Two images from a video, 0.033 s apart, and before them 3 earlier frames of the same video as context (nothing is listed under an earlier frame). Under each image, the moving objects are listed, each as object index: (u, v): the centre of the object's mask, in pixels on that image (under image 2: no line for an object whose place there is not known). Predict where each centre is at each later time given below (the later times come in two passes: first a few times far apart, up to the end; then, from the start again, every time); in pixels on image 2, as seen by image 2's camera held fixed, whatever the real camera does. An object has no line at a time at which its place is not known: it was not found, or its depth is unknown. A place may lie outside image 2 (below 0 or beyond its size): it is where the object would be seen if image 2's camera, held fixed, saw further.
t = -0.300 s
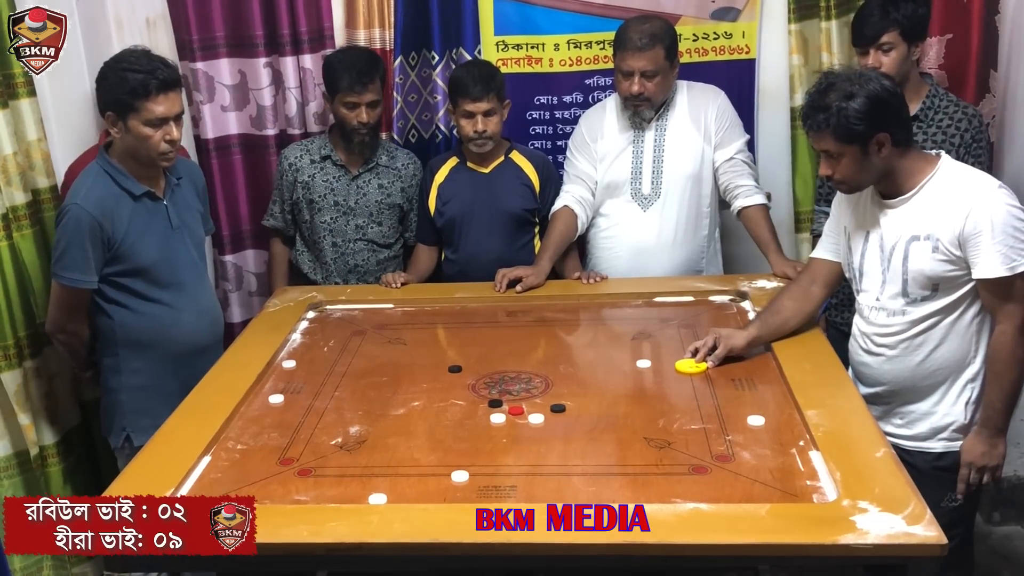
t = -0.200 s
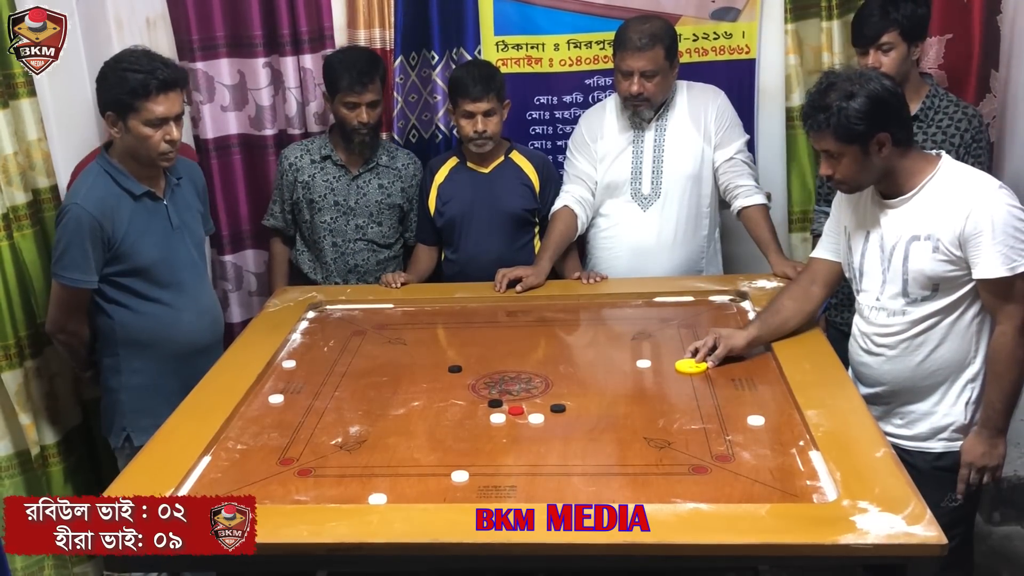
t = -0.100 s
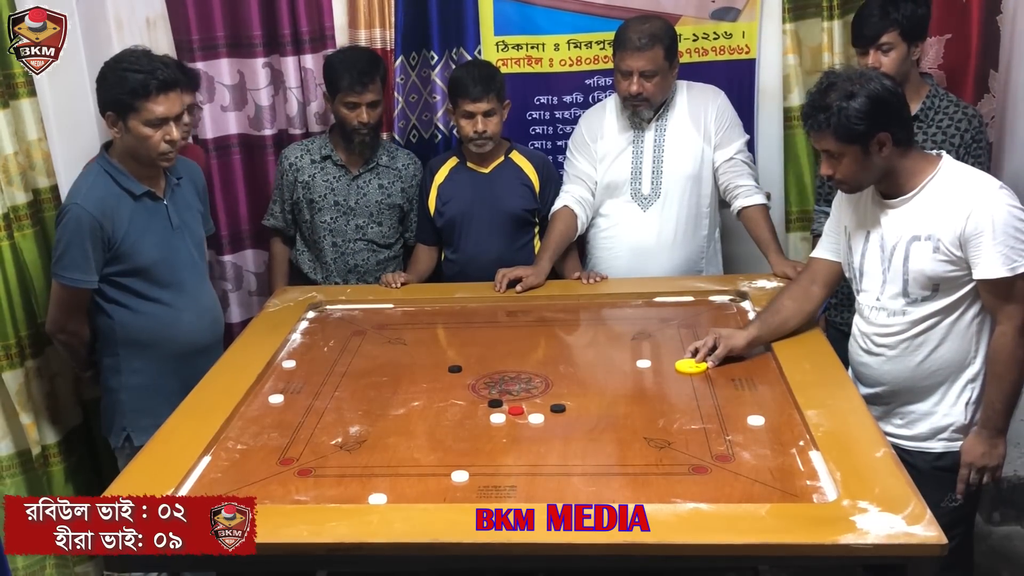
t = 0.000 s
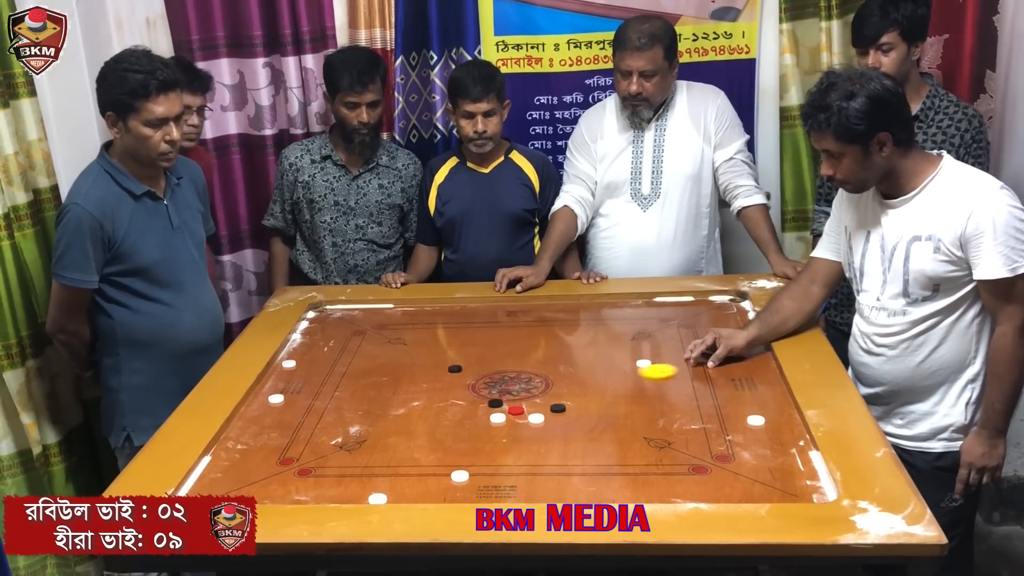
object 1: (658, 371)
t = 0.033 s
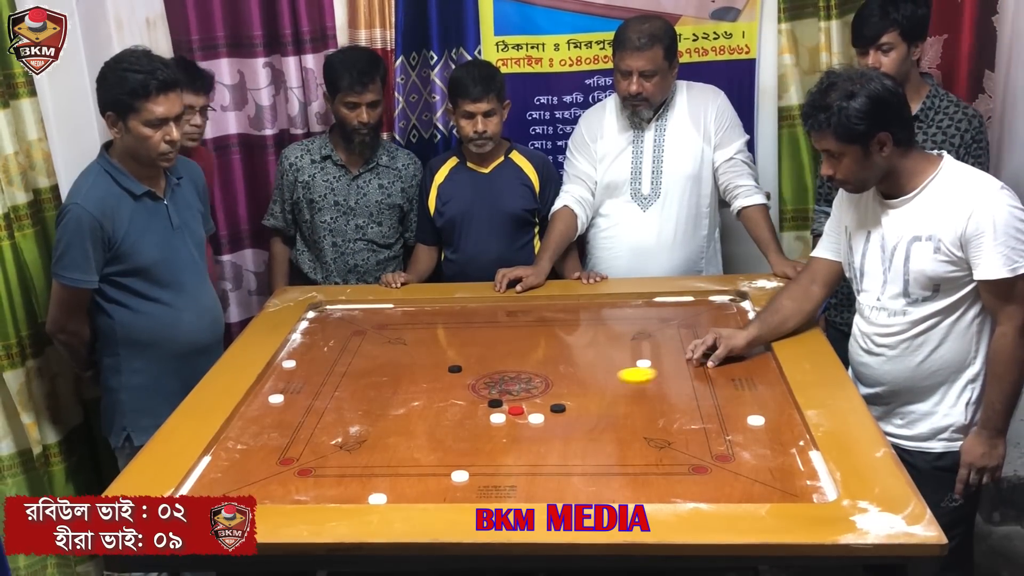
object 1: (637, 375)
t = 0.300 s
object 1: (491, 397)
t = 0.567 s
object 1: (399, 406)
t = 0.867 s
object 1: (331, 412)
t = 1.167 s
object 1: (303, 414)
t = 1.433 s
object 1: (302, 414)
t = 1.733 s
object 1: (301, 414)
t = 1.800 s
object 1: (301, 414)
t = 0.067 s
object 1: (617, 378)
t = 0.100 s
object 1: (597, 381)
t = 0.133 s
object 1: (577, 384)
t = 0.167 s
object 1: (558, 387)
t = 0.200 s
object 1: (539, 390)
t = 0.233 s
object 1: (521, 394)
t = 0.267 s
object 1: (504, 396)
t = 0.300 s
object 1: (491, 397)
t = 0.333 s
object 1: (477, 398)
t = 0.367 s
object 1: (465, 400)
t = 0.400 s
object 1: (452, 401)
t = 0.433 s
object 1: (441, 402)
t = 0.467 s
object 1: (429, 403)
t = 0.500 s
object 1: (419, 404)
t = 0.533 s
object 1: (408, 405)
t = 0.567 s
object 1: (399, 406)
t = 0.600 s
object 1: (389, 407)
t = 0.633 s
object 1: (381, 407)
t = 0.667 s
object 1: (372, 408)
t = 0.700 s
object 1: (364, 409)
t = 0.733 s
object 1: (356, 410)
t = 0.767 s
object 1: (349, 411)
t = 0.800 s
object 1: (343, 411)
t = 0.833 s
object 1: (337, 412)
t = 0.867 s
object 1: (331, 412)
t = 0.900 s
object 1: (326, 412)
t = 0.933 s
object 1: (321, 413)
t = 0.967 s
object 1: (317, 413)
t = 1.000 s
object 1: (314, 413)
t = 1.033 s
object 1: (310, 414)
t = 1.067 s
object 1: (308, 414)
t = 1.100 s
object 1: (306, 414)
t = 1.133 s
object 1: (305, 414)
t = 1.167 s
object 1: (303, 414)
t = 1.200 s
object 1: (303, 414)
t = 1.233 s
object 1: (302, 414)
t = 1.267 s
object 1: (302, 414)
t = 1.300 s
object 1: (302, 414)
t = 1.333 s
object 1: (302, 414)
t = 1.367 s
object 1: (302, 414)
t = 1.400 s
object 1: (302, 414)
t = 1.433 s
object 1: (302, 414)
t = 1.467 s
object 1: (301, 414)
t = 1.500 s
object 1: (301, 414)
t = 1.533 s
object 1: (302, 414)
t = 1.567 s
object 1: (301, 414)
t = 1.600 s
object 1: (302, 414)
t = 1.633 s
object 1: (301, 414)
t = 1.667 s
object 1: (301, 414)
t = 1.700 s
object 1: (302, 414)
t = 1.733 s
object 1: (301, 414)
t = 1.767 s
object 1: (302, 414)
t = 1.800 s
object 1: (301, 414)
